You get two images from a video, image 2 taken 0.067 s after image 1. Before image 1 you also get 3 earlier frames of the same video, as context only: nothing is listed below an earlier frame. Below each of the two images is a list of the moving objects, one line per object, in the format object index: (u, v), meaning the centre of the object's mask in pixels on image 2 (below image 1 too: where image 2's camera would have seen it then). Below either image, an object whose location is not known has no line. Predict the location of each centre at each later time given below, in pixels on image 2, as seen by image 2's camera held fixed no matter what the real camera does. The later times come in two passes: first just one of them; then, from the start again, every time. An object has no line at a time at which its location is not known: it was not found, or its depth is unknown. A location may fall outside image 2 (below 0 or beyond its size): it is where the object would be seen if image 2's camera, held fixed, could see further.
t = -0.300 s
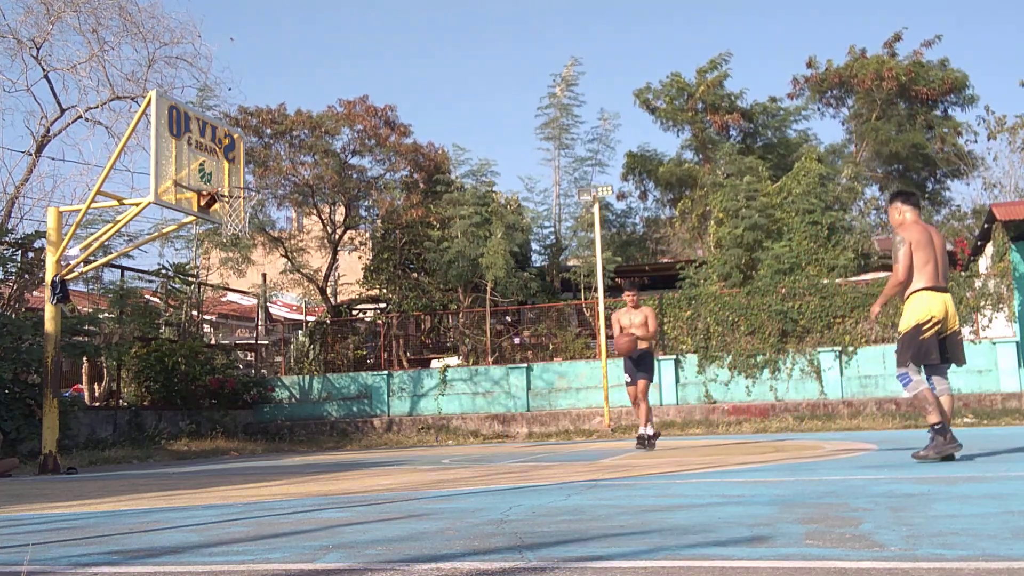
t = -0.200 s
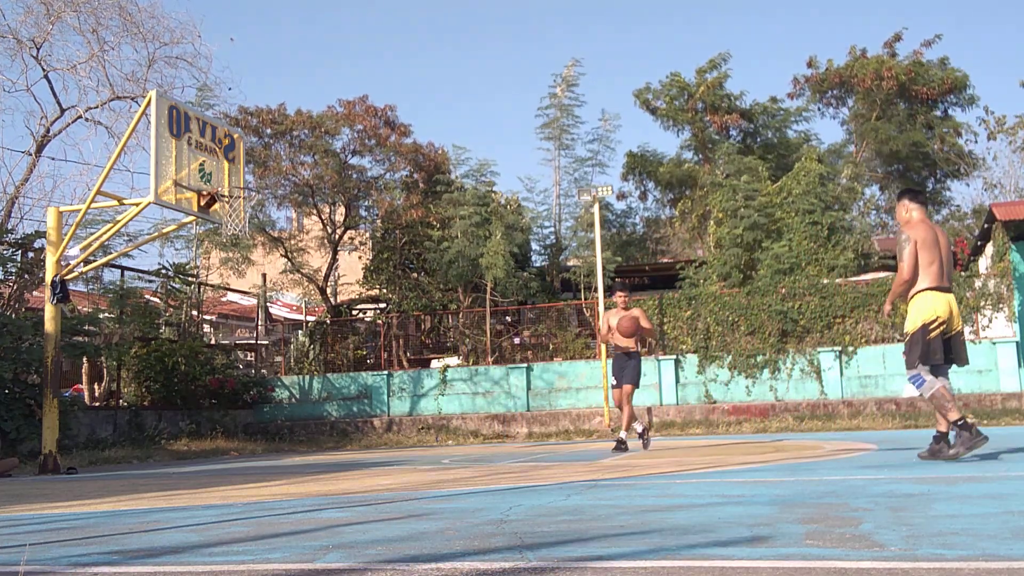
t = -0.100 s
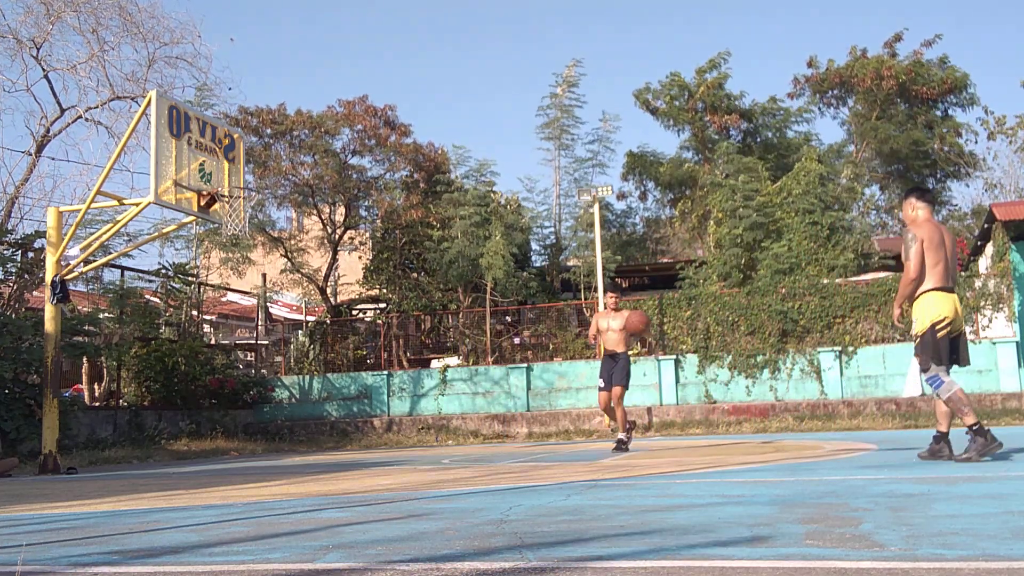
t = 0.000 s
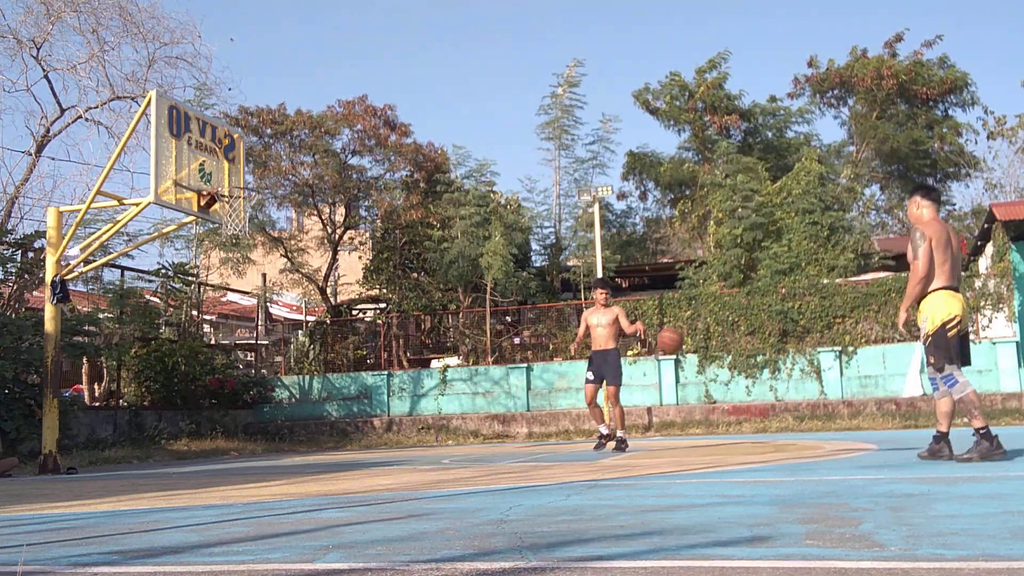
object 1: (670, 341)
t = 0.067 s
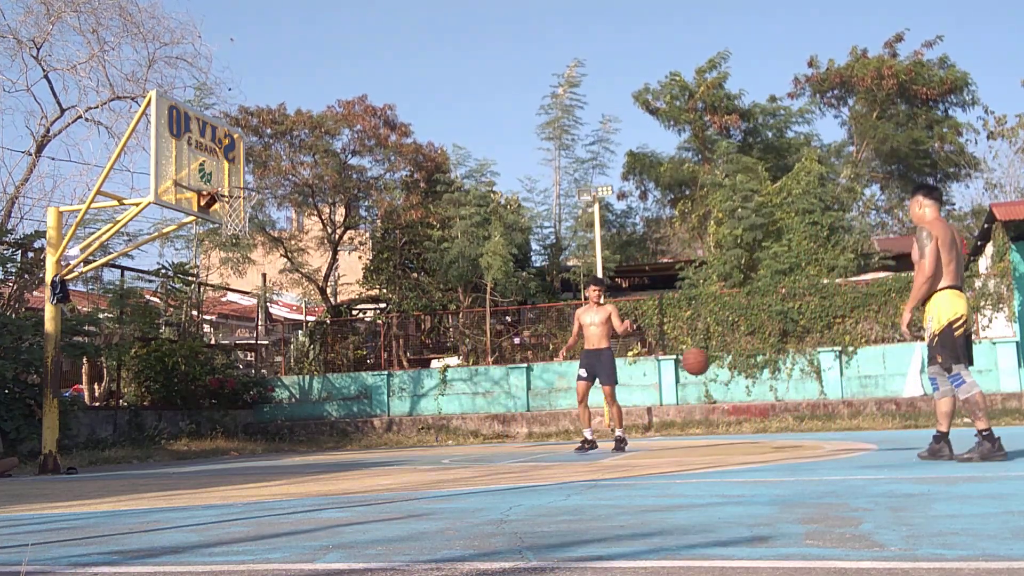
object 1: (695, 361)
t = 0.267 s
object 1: (779, 424)
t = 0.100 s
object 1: (709, 374)
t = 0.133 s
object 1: (724, 389)
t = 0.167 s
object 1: (740, 407)
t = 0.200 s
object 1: (757, 425)
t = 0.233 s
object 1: (772, 442)
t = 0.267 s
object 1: (779, 424)
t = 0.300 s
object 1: (786, 408)
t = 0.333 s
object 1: (794, 393)
